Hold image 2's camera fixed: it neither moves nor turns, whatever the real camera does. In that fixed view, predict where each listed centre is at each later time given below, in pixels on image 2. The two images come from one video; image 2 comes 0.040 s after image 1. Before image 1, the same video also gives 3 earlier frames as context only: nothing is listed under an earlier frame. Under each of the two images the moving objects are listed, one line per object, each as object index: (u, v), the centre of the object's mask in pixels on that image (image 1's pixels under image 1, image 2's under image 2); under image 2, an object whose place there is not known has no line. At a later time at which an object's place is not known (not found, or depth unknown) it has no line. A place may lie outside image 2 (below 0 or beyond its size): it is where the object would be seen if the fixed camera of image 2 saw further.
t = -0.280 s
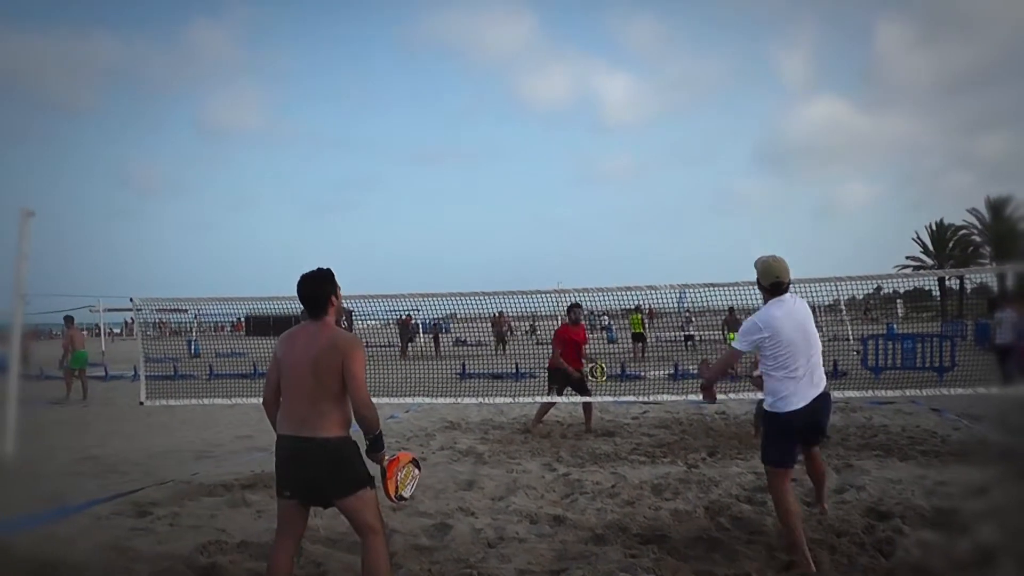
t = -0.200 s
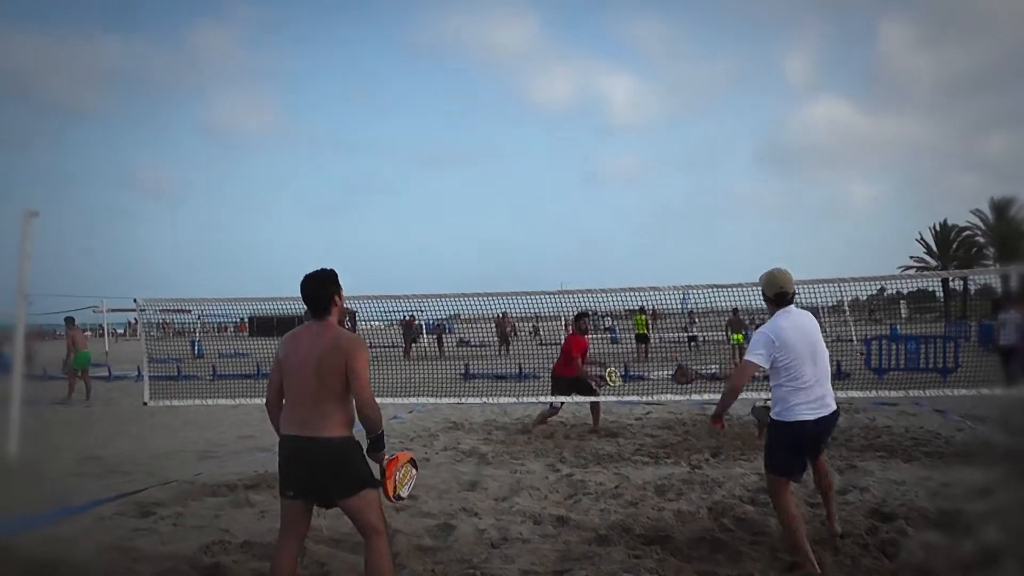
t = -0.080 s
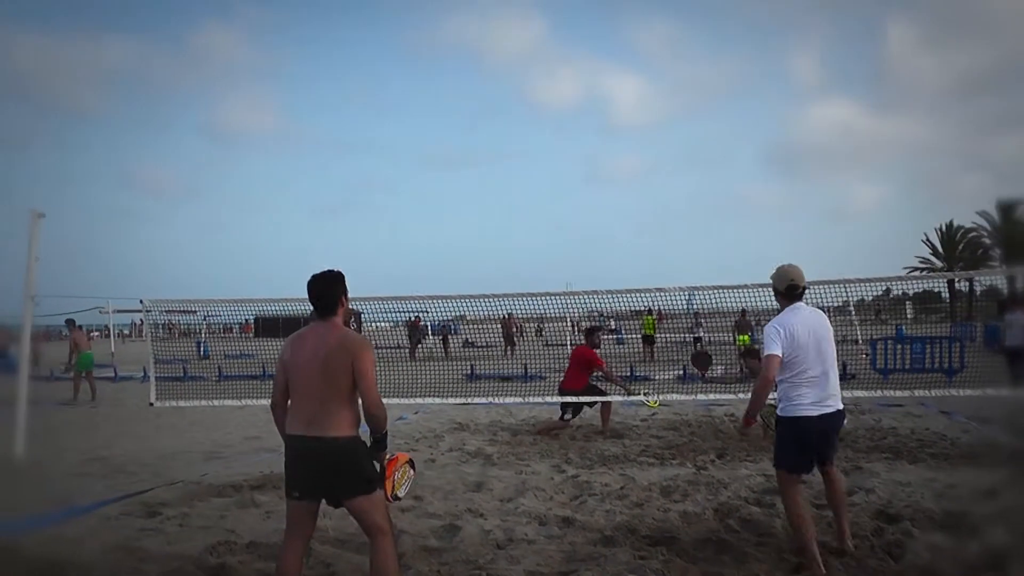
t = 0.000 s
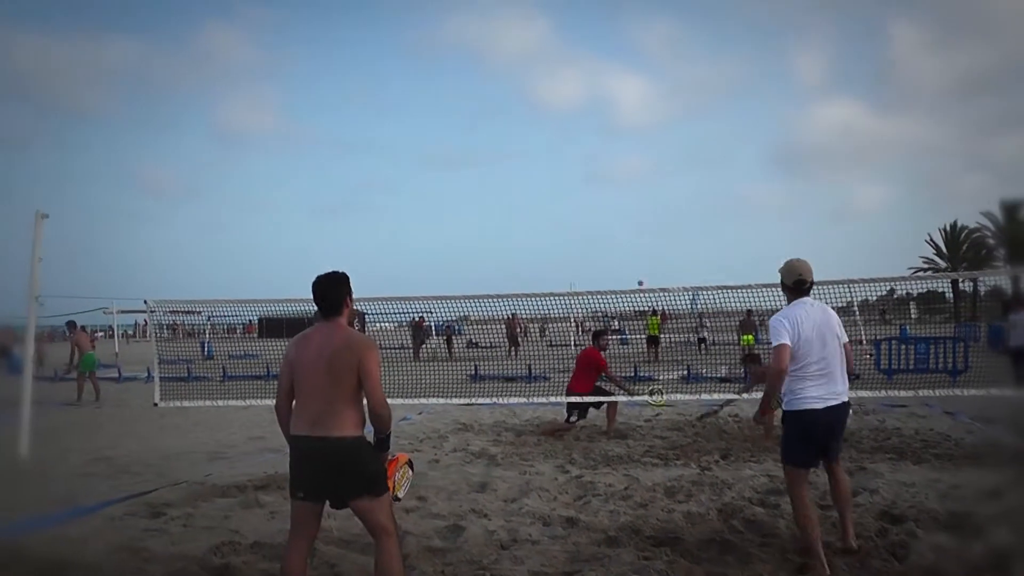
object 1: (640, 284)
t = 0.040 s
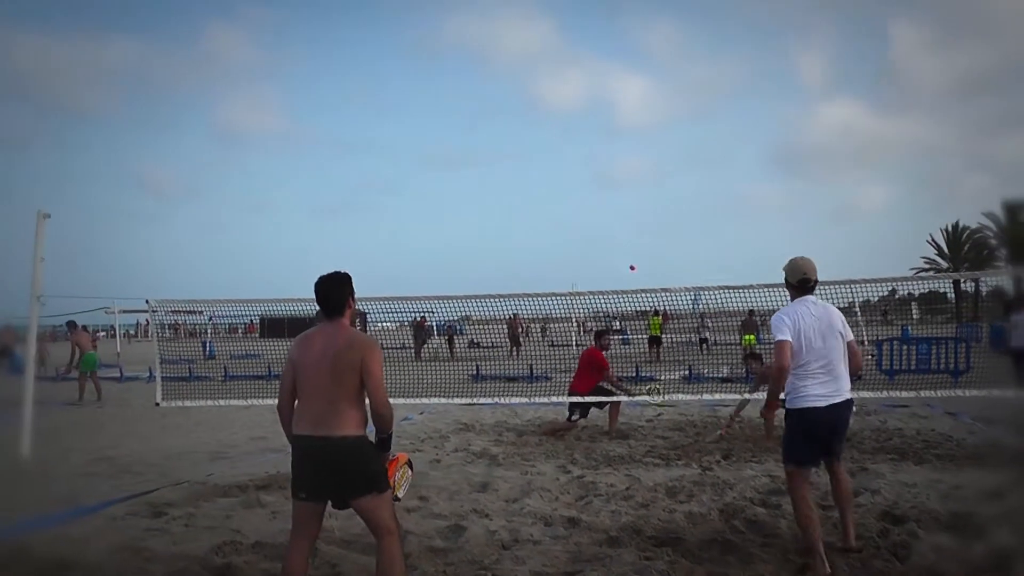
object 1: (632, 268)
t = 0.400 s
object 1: (549, 185)
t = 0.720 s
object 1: (486, 223)
